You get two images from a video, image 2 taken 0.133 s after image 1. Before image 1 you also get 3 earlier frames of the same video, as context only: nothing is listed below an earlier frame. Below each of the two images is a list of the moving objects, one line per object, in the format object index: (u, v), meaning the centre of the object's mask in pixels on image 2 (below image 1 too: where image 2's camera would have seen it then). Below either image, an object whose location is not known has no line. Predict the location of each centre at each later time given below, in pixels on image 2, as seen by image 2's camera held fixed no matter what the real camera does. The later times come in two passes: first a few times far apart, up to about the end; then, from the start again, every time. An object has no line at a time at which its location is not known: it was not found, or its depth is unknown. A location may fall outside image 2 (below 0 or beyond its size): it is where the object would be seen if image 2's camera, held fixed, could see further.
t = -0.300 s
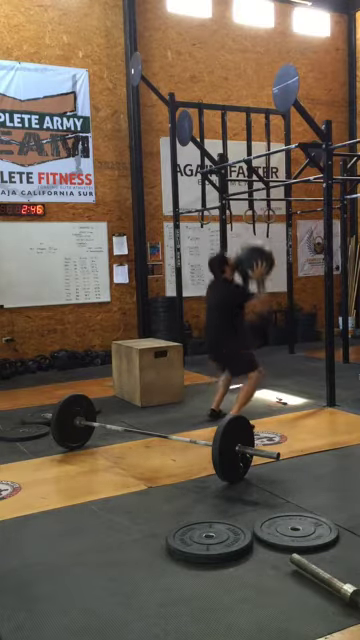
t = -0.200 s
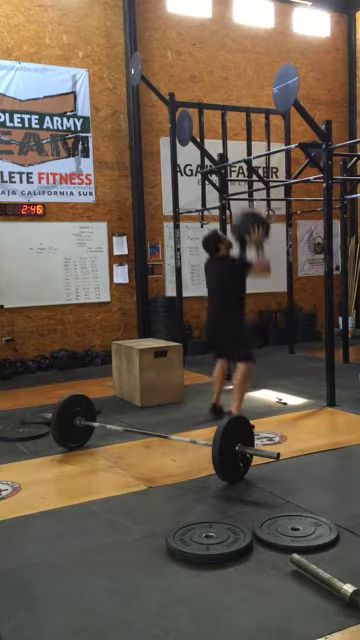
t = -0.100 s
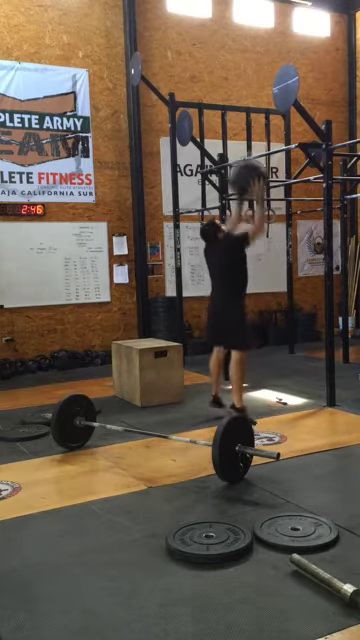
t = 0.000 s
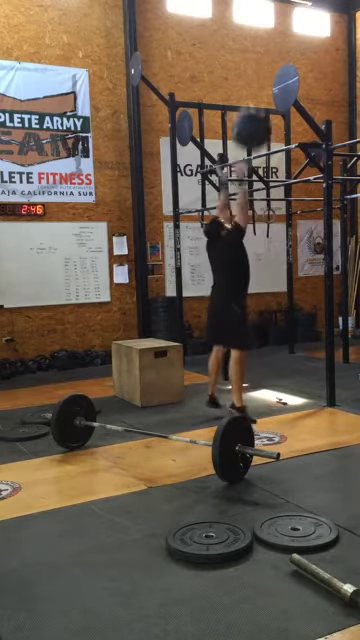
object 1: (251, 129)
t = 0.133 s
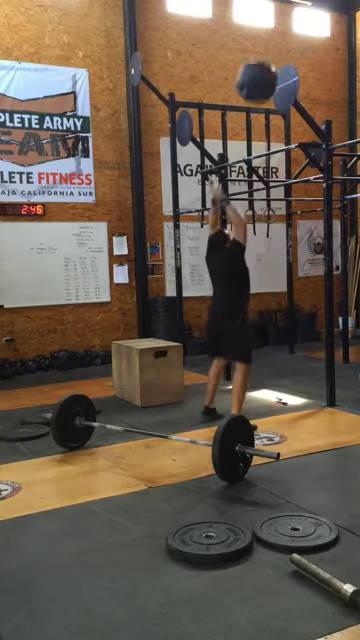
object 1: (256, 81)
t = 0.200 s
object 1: (259, 65)
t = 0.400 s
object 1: (268, 48)
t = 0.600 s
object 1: (264, 61)
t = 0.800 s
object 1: (247, 104)
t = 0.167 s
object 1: (258, 72)
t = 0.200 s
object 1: (259, 65)
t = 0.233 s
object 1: (260, 59)
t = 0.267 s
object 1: (262, 54)
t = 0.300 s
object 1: (263, 51)
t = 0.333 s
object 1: (265, 49)
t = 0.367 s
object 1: (266, 48)
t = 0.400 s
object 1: (268, 48)
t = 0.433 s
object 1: (269, 49)
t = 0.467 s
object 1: (271, 52)
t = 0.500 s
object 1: (272, 55)
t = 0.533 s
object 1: (270, 57)
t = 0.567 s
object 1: (267, 59)
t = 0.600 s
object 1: (264, 61)
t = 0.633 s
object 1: (261, 66)
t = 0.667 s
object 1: (258, 71)
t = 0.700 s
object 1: (256, 77)
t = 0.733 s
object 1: (253, 84)
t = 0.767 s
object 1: (250, 93)
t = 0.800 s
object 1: (247, 104)
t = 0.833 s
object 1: (243, 116)
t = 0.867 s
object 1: (241, 130)
